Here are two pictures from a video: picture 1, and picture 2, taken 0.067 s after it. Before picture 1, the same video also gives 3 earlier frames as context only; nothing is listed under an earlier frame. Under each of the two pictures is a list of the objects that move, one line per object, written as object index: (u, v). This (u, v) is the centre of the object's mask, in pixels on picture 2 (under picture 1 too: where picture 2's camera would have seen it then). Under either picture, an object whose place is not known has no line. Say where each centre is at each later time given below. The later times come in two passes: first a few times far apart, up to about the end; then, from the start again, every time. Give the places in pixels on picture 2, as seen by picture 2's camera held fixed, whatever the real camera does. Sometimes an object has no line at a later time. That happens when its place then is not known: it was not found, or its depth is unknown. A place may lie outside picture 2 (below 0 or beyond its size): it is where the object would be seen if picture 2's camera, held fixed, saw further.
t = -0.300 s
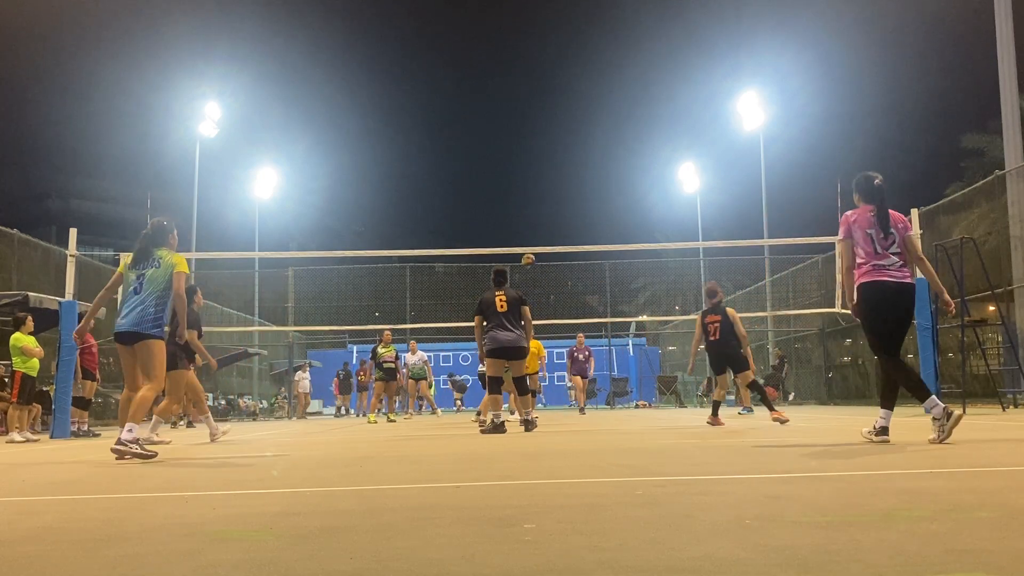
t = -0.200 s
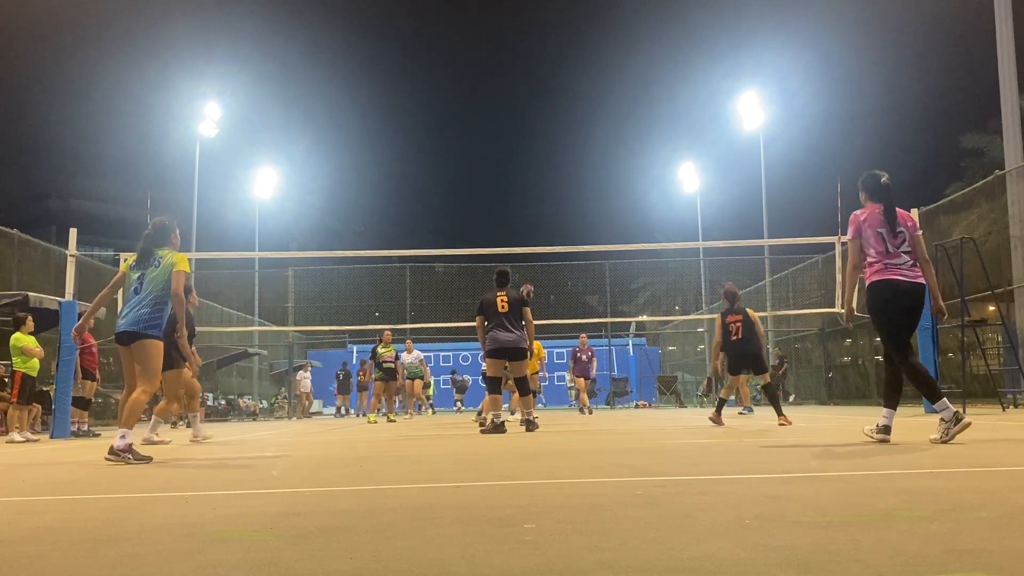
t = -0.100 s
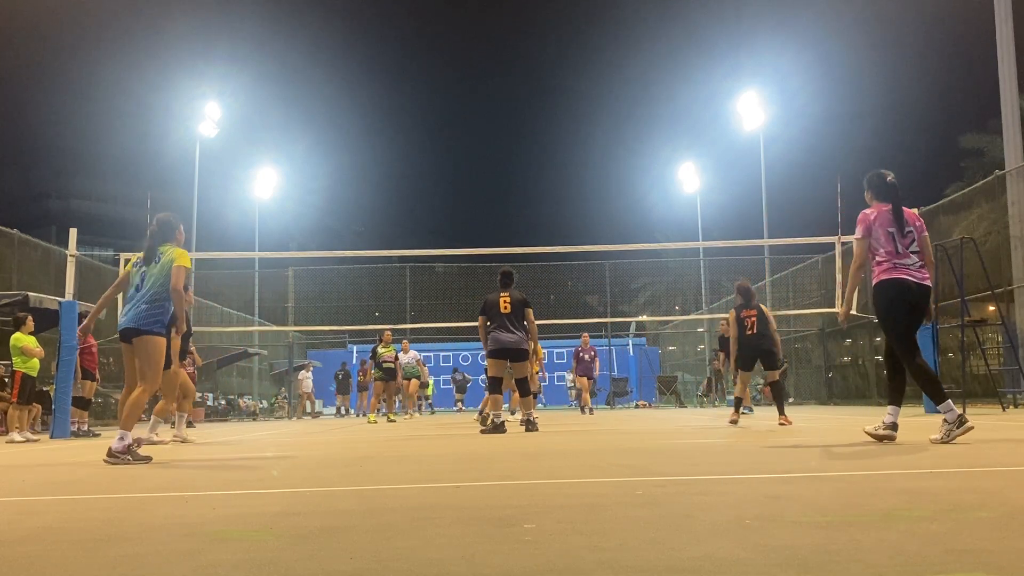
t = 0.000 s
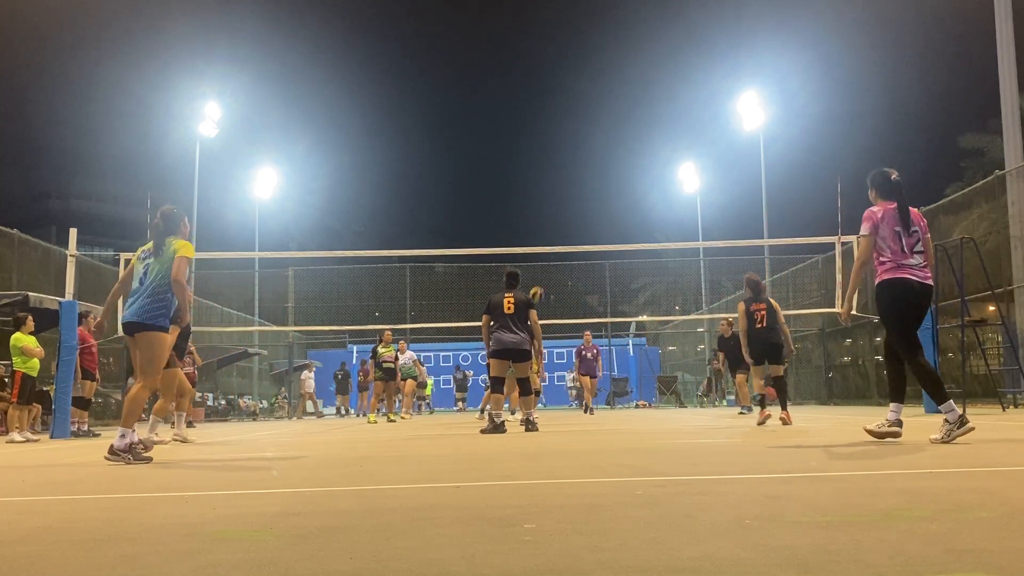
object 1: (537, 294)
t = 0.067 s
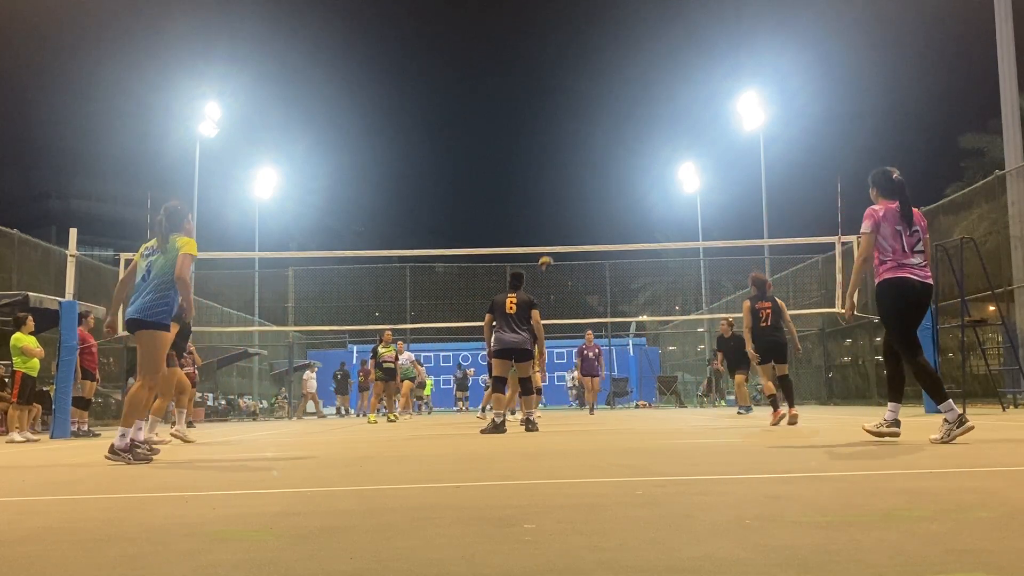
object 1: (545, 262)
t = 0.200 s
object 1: (563, 210)
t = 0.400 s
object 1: (589, 155)
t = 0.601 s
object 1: (614, 125)
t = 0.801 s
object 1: (640, 119)
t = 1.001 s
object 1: (666, 140)
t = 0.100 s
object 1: (550, 245)
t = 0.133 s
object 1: (554, 234)
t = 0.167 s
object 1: (559, 222)
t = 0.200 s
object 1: (563, 210)
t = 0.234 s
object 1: (567, 200)
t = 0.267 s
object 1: (572, 189)
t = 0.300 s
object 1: (576, 179)
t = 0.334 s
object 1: (580, 171)
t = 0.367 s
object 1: (584, 163)
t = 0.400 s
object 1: (589, 155)
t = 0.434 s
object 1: (593, 148)
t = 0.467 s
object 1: (597, 142)
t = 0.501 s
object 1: (601, 136)
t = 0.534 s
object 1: (605, 132)
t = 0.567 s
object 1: (610, 128)
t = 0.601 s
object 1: (614, 125)
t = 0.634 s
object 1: (619, 122)
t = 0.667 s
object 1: (623, 120)
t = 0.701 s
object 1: (627, 119)
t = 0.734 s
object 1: (631, 118)
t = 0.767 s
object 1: (636, 118)
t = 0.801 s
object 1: (640, 119)
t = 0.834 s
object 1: (644, 121)
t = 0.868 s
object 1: (649, 124)
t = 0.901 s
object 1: (653, 127)
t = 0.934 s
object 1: (658, 131)
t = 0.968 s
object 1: (662, 135)
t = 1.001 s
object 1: (666, 140)
